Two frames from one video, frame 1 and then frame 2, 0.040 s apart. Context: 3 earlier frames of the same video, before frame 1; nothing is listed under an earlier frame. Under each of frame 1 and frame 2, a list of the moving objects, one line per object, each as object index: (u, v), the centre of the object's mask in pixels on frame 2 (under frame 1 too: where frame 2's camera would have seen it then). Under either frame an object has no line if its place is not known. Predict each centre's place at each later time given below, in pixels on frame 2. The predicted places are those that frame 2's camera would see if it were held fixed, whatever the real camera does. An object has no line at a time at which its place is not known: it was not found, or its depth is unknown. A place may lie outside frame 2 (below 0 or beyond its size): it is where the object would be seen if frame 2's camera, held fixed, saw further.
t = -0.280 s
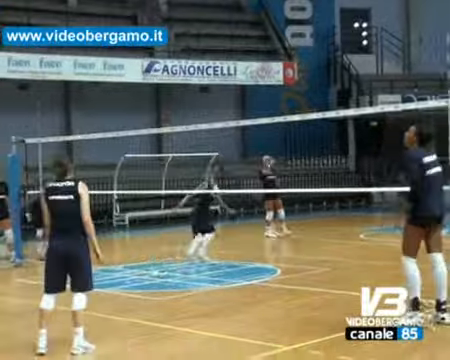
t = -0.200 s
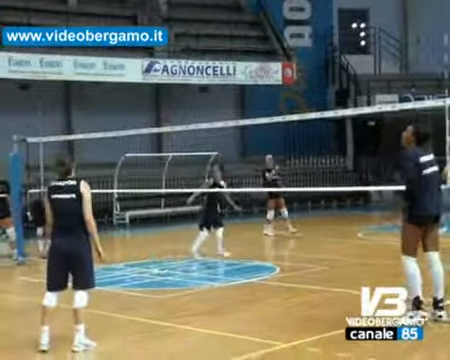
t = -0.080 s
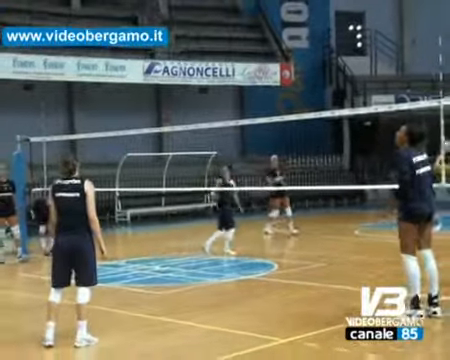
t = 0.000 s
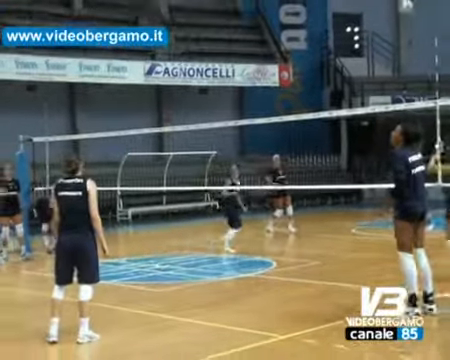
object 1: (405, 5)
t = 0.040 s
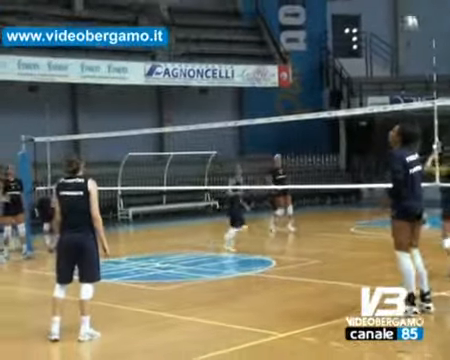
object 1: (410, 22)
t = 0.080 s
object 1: (416, 40)
